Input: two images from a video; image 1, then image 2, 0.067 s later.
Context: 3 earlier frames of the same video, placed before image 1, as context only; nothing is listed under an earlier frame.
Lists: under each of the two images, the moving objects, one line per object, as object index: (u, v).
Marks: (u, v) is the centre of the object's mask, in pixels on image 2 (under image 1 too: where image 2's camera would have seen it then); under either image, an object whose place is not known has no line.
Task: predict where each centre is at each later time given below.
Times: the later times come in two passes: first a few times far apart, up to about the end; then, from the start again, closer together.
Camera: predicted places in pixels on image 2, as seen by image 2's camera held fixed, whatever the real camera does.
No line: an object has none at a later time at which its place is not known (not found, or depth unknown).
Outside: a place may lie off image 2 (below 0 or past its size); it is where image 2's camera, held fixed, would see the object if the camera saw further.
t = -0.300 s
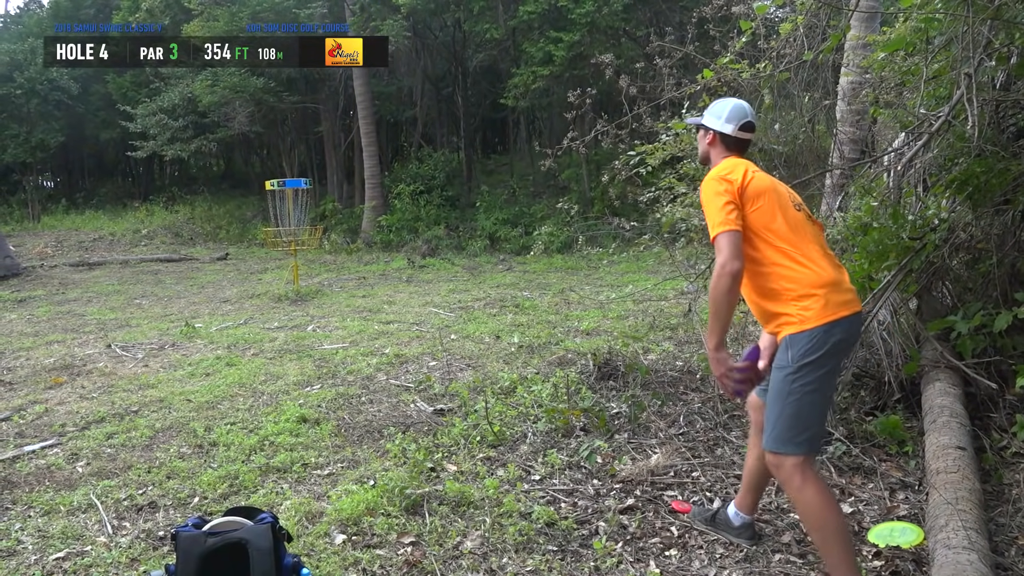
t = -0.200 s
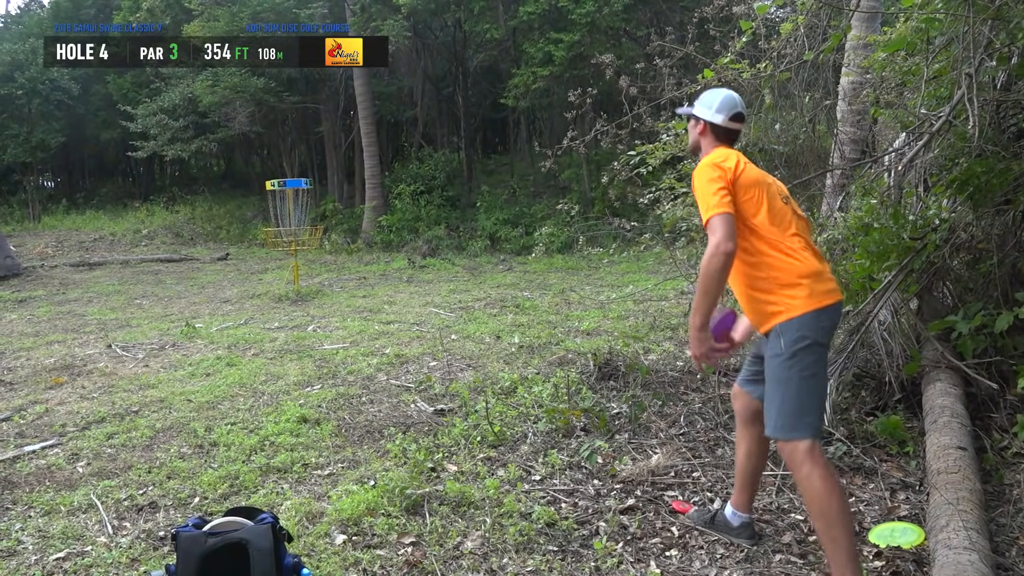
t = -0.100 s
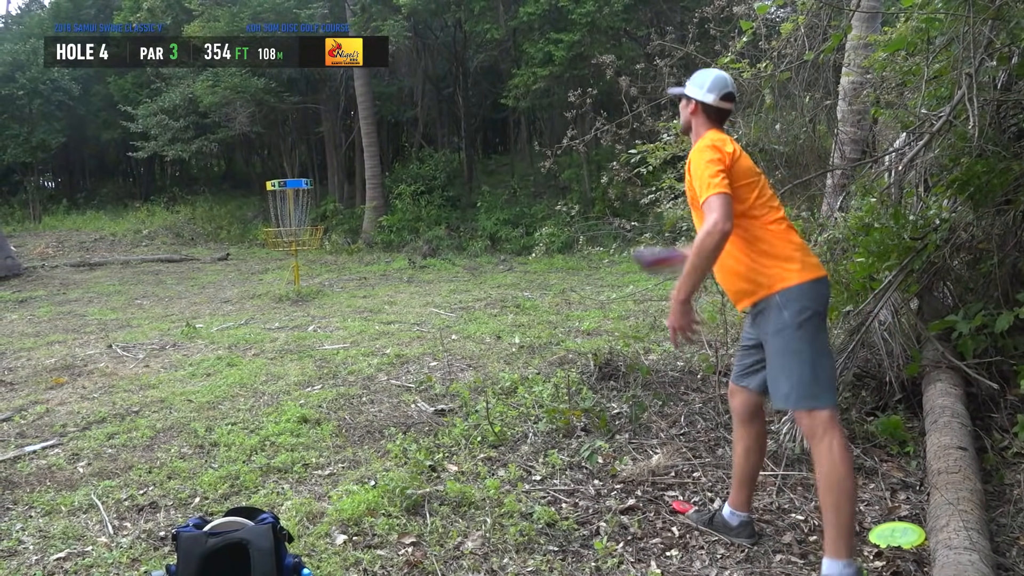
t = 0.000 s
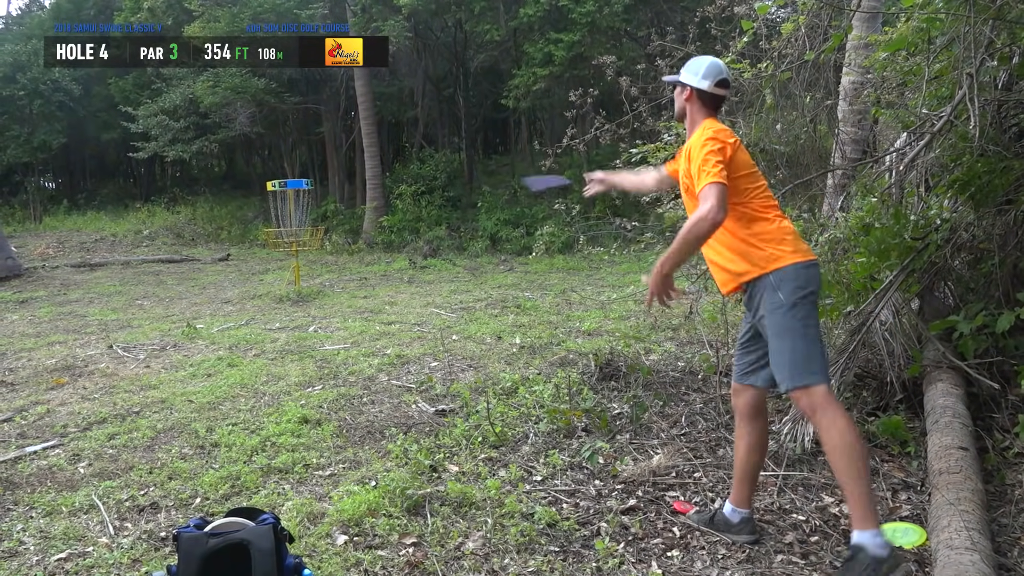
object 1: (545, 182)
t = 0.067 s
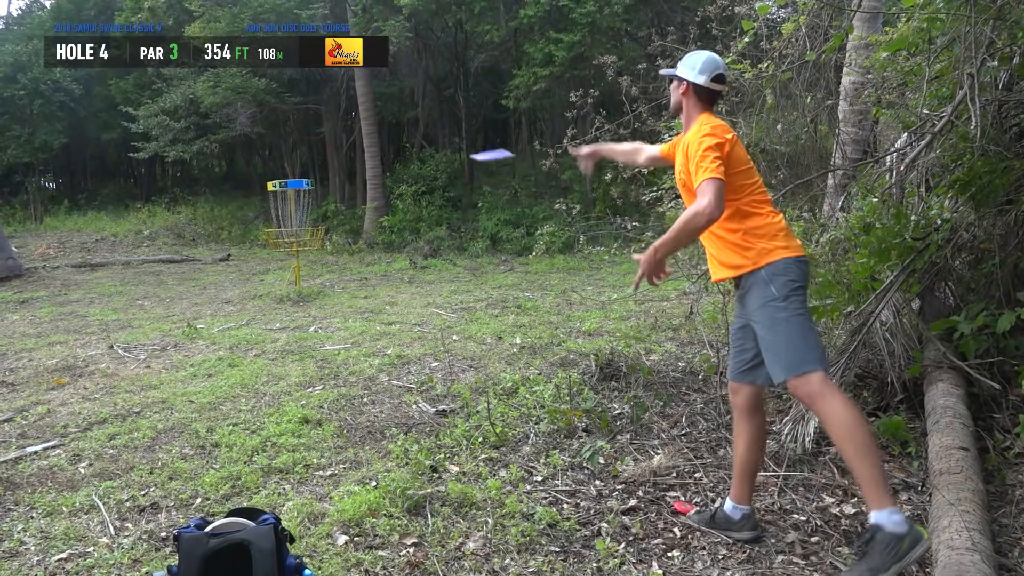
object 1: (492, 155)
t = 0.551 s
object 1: (306, 182)
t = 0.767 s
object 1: (268, 218)
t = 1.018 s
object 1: (223, 282)
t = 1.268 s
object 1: (190, 293)
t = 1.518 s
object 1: (165, 299)
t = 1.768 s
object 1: (145, 302)
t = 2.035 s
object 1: (118, 303)
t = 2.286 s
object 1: (94, 304)
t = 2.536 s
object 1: (76, 308)
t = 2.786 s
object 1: (69, 310)
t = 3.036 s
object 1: (76, 310)
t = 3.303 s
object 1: (83, 314)
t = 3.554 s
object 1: (81, 315)
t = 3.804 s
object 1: (82, 315)
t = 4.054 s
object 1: (82, 315)
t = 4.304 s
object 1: (82, 315)
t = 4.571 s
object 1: (82, 315)
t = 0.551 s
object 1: (306, 182)
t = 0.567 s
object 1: (299, 184)
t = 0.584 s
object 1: (298, 185)
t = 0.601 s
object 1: (296, 192)
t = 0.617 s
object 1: (294, 195)
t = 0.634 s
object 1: (291, 199)
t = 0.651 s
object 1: (288, 201)
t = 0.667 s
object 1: (283, 205)
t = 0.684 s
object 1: (281, 208)
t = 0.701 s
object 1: (279, 210)
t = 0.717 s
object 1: (277, 211)
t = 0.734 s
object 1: (274, 212)
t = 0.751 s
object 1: (270, 216)
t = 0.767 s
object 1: (268, 218)
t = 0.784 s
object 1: (263, 222)
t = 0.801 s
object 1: (261, 224)
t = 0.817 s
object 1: (258, 227)
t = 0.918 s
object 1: (240, 250)
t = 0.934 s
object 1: (237, 254)
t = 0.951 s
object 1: (235, 257)
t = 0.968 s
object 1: (232, 263)
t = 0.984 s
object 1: (230, 266)
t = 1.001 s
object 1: (227, 277)
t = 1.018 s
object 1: (223, 282)
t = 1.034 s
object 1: (221, 285)
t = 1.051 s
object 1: (219, 289)
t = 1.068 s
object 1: (216, 294)
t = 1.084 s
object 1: (214, 297)
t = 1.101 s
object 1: (211, 295)
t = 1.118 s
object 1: (209, 295)
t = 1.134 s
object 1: (207, 293)
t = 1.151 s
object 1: (204, 292)
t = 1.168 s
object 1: (203, 292)
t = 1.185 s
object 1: (200, 293)
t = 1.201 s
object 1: (198, 292)
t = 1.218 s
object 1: (196, 292)
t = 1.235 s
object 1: (194, 292)
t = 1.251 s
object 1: (192, 292)
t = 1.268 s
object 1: (190, 293)
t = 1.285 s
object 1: (188, 293)
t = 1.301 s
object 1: (185, 298)
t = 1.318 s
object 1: (184, 297)
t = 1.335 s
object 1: (182, 298)
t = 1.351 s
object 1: (179, 300)
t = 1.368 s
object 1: (178, 301)
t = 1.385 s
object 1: (177, 302)
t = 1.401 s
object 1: (176, 302)
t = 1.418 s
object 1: (175, 303)
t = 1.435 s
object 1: (173, 301)
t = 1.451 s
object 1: (170, 300)
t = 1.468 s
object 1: (169, 300)
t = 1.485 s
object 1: (167, 299)
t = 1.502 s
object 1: (167, 300)
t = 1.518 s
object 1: (165, 299)
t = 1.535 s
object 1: (163, 300)
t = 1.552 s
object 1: (161, 300)
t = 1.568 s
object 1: (159, 301)
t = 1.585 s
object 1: (159, 301)
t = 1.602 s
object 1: (158, 300)
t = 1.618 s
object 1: (156, 300)
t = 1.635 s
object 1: (155, 300)
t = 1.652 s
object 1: (153, 300)
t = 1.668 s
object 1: (152, 300)
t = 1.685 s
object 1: (151, 301)
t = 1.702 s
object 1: (149, 301)
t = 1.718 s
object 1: (148, 302)
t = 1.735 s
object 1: (147, 302)
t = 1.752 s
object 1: (145, 302)
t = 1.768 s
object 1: (145, 302)
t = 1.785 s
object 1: (143, 302)
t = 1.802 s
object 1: (142, 303)
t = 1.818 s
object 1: (140, 303)
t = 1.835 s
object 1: (138, 303)
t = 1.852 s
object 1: (137, 302)
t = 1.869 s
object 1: (136, 302)
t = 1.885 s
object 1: (133, 302)
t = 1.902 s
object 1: (132, 302)
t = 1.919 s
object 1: (130, 302)
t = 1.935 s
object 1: (128, 302)
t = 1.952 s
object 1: (127, 302)
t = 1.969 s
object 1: (125, 302)
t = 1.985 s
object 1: (123, 302)
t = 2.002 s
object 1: (122, 303)
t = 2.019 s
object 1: (120, 303)
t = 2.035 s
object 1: (118, 303)
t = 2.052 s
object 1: (117, 303)
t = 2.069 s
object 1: (115, 304)
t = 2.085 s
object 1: (113, 304)
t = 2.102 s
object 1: (111, 304)
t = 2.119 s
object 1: (110, 304)
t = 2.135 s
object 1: (108, 305)
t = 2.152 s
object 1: (106, 305)
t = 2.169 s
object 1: (105, 305)
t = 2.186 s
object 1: (103, 305)
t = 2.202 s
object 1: (102, 305)
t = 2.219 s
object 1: (100, 305)
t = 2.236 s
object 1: (99, 304)
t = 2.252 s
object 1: (97, 304)
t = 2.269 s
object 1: (96, 304)
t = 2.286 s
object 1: (94, 304)
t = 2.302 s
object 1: (93, 304)
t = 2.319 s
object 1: (92, 305)
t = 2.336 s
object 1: (90, 305)
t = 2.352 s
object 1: (89, 305)
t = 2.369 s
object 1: (88, 305)
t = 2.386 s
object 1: (87, 305)
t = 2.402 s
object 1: (85, 305)
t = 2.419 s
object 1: (84, 305)
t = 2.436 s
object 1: (83, 305)
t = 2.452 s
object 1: (81, 306)
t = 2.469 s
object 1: (80, 306)
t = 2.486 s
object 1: (79, 306)
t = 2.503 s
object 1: (78, 307)
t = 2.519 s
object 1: (77, 308)
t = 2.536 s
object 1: (76, 308)
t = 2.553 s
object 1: (75, 309)
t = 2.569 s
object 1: (74, 310)
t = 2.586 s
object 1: (73, 311)
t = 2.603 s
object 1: (72, 311)
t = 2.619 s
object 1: (71, 311)
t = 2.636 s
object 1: (71, 311)
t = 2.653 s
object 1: (71, 311)
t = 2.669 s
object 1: (69, 311)
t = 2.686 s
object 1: (69, 311)
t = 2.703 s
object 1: (69, 311)
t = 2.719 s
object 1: (68, 310)
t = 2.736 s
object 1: (68, 310)
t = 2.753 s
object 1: (69, 310)
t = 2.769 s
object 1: (68, 310)
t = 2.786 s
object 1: (69, 310)
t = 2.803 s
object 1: (69, 310)
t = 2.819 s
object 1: (70, 310)
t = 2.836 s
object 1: (70, 310)
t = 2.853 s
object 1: (70, 309)
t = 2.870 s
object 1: (70, 309)
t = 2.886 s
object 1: (71, 309)
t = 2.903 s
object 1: (71, 310)
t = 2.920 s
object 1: (71, 310)
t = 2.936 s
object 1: (72, 310)
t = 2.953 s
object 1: (73, 310)
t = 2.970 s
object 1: (73, 310)
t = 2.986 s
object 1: (74, 310)
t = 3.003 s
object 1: (74, 310)
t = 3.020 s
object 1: (75, 310)
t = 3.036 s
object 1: (76, 310)
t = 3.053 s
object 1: (76, 310)
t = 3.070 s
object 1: (77, 310)
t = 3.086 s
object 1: (78, 310)
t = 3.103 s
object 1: (79, 310)
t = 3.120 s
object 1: (79, 311)
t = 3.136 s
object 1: (80, 311)
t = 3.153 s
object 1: (81, 312)
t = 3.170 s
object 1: (81, 312)
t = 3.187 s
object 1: (82, 313)
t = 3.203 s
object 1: (82, 314)
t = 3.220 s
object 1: (81, 315)
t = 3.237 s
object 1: (81, 315)
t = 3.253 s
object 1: (83, 314)
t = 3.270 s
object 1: (83, 314)
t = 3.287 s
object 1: (83, 314)
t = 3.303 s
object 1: (83, 314)
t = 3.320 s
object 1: (83, 315)
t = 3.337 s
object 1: (83, 315)
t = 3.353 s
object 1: (83, 314)
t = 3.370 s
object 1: (83, 315)
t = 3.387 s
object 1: (82, 315)
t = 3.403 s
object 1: (82, 315)
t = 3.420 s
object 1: (82, 315)
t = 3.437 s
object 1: (81, 315)
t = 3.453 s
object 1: (81, 316)
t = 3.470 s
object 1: (81, 316)
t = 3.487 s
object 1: (81, 316)
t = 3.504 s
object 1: (81, 316)
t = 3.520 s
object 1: (81, 316)
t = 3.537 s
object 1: (81, 316)
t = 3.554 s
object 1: (81, 315)
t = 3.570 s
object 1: (81, 315)
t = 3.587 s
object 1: (81, 315)
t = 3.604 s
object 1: (81, 315)
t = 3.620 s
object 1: (81, 315)
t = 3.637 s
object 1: (81, 315)
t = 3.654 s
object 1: (81, 315)
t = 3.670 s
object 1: (81, 315)
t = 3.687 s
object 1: (81, 315)
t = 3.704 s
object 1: (82, 315)
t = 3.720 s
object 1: (81, 315)
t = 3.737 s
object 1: (81, 315)
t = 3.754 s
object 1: (81, 316)
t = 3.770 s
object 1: (82, 315)
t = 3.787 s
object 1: (82, 315)
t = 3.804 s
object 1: (82, 315)
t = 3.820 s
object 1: (82, 316)
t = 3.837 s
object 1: (82, 316)
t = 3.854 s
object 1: (82, 315)
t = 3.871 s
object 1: (82, 316)
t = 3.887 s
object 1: (82, 315)
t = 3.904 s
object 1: (82, 315)
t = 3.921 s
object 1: (82, 315)
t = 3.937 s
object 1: (82, 315)
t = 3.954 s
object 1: (82, 315)
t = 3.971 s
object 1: (82, 315)
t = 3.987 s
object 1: (82, 315)
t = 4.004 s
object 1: (82, 315)
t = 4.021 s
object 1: (82, 315)
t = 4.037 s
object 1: (82, 315)
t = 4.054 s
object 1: (82, 315)
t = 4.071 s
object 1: (82, 315)
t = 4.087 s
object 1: (82, 316)
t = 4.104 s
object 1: (82, 315)
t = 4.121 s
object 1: (82, 315)
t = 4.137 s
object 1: (82, 315)
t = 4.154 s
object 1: (82, 315)
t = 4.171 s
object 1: (82, 315)
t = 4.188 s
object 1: (82, 315)
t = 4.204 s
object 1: (82, 315)
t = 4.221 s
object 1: (82, 315)
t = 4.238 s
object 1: (82, 315)
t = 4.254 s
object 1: (82, 315)
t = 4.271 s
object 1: (82, 315)
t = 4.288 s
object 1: (82, 315)
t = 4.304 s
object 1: (82, 315)
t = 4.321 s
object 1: (82, 315)
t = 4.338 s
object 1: (82, 315)
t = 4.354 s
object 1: (82, 315)
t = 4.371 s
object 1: (82, 315)
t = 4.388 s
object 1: (82, 315)
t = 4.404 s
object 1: (82, 315)
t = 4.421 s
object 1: (82, 315)
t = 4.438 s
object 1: (82, 315)
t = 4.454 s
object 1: (82, 315)
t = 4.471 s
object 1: (82, 315)
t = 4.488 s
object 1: (82, 315)
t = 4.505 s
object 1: (82, 315)
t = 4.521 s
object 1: (82, 315)
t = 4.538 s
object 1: (82, 315)
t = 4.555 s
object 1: (82, 315)
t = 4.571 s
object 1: (82, 315)
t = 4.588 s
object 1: (82, 315)
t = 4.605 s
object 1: (82, 315)
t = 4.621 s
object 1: (82, 315)
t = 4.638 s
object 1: (83, 315)
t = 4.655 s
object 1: (83, 315)
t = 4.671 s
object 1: (82, 315)
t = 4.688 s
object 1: (83, 316)
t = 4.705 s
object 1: (83, 316)
